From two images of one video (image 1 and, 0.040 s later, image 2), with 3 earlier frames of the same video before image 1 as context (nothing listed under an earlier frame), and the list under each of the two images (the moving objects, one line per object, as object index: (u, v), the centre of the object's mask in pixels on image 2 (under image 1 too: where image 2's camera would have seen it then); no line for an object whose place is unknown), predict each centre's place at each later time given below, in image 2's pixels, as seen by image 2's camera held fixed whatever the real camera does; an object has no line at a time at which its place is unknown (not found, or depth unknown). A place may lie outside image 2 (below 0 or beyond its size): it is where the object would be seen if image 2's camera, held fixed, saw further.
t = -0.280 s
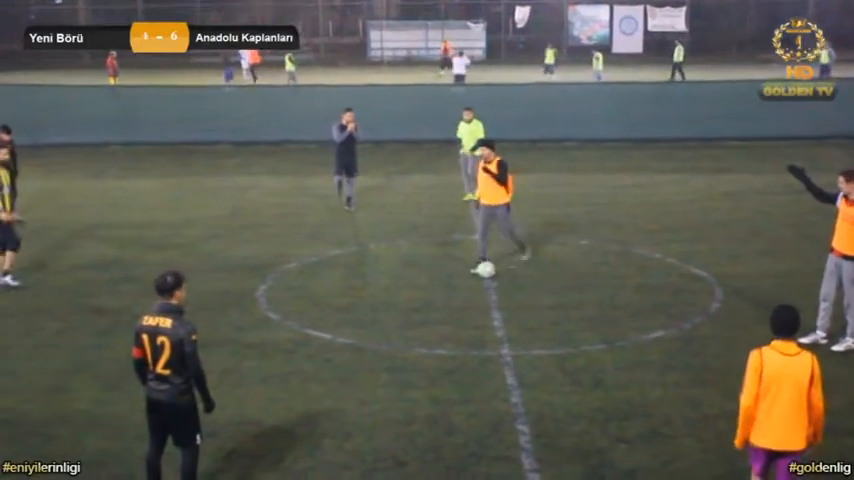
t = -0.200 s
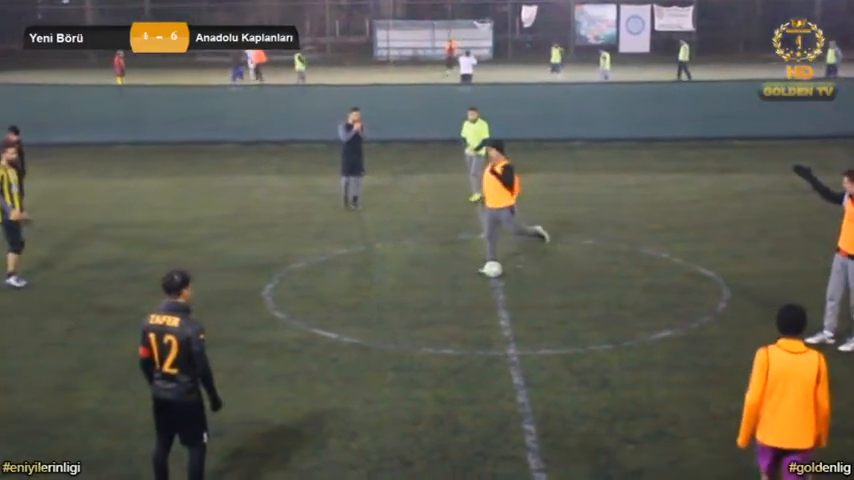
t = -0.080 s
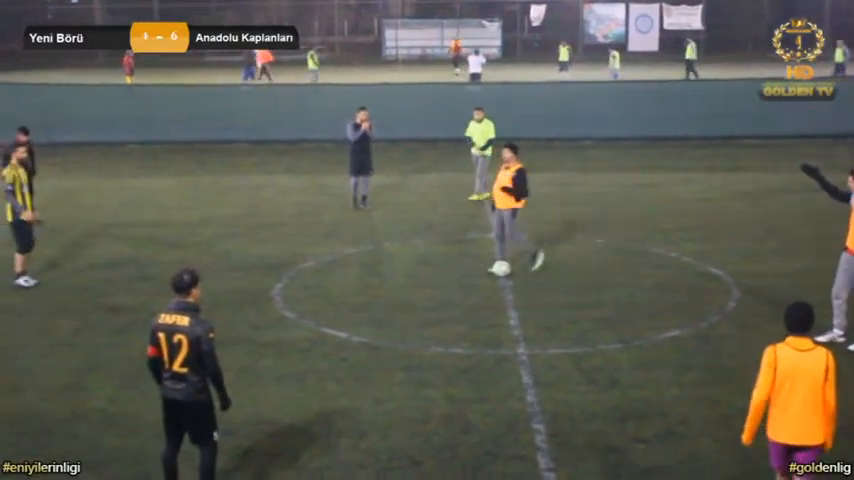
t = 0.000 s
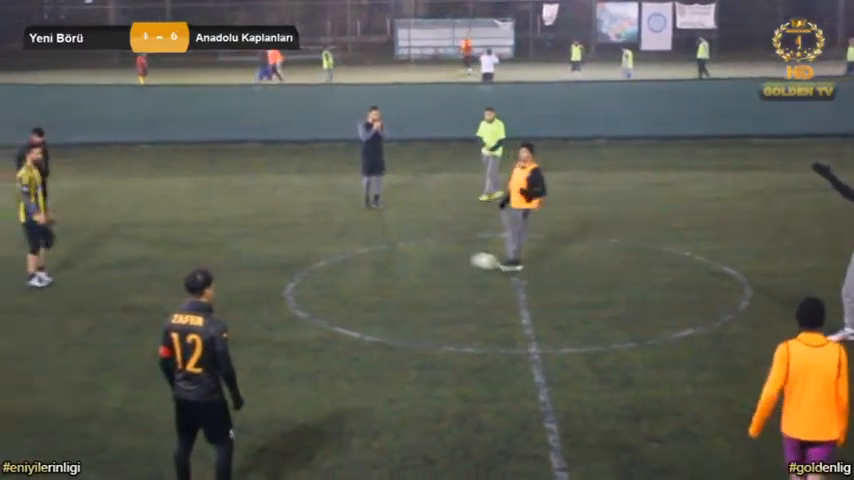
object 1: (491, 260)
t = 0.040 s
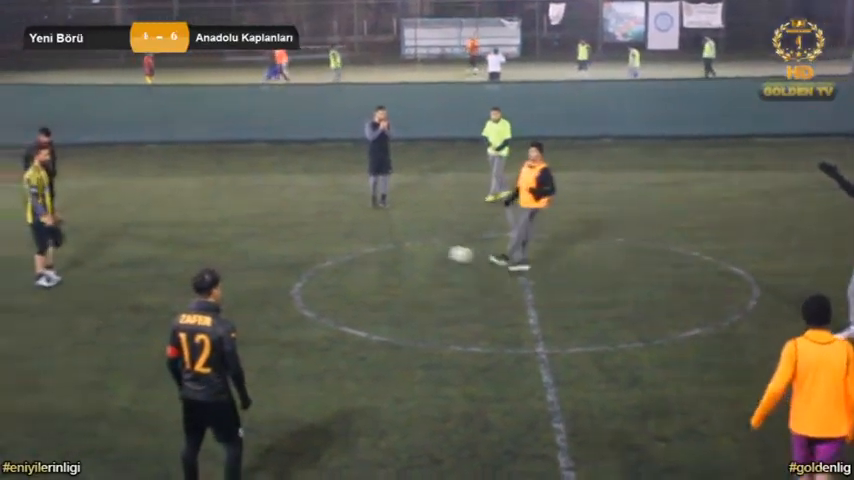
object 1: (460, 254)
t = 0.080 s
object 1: (432, 249)
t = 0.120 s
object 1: (403, 245)
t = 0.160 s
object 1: (377, 243)
